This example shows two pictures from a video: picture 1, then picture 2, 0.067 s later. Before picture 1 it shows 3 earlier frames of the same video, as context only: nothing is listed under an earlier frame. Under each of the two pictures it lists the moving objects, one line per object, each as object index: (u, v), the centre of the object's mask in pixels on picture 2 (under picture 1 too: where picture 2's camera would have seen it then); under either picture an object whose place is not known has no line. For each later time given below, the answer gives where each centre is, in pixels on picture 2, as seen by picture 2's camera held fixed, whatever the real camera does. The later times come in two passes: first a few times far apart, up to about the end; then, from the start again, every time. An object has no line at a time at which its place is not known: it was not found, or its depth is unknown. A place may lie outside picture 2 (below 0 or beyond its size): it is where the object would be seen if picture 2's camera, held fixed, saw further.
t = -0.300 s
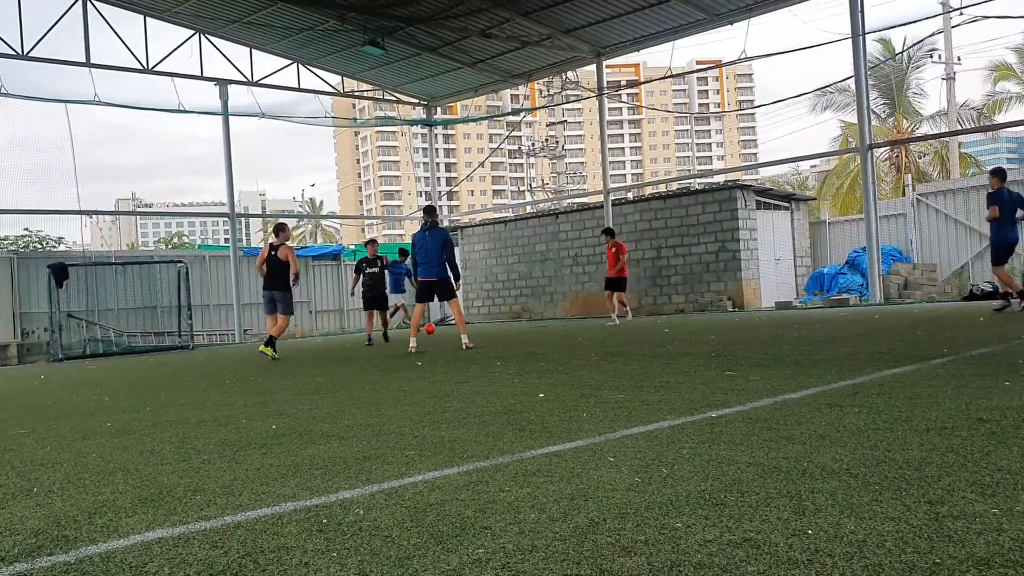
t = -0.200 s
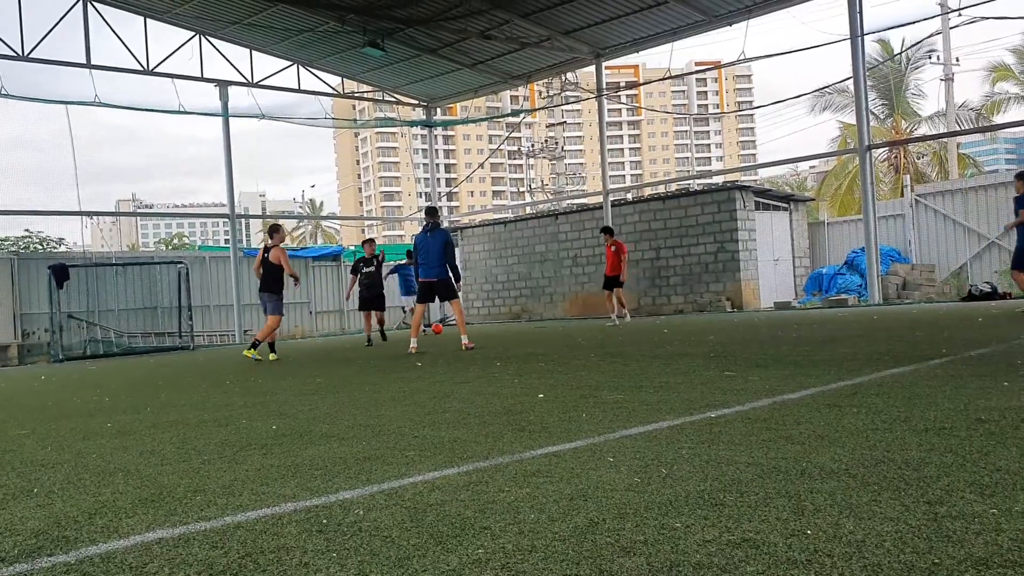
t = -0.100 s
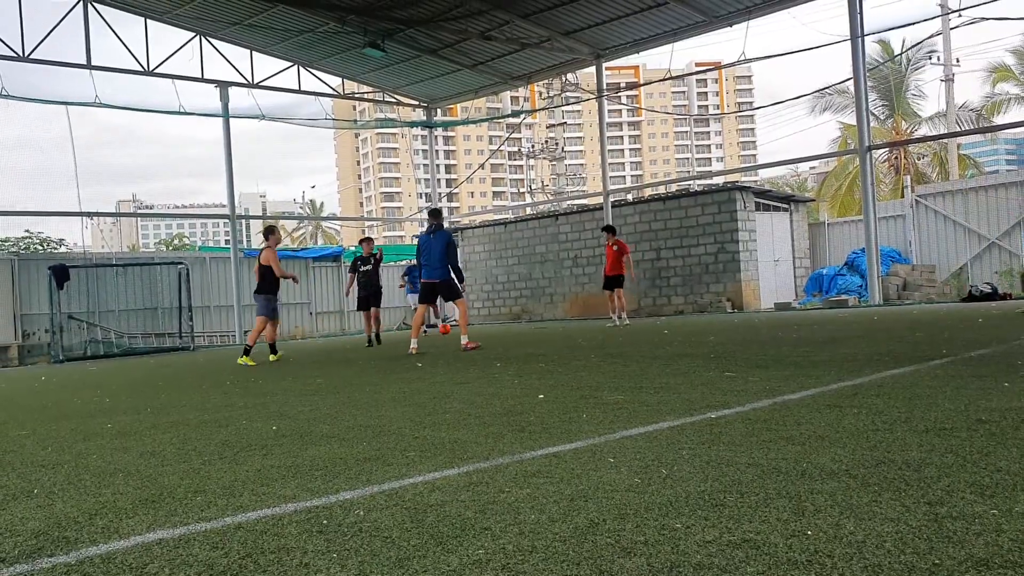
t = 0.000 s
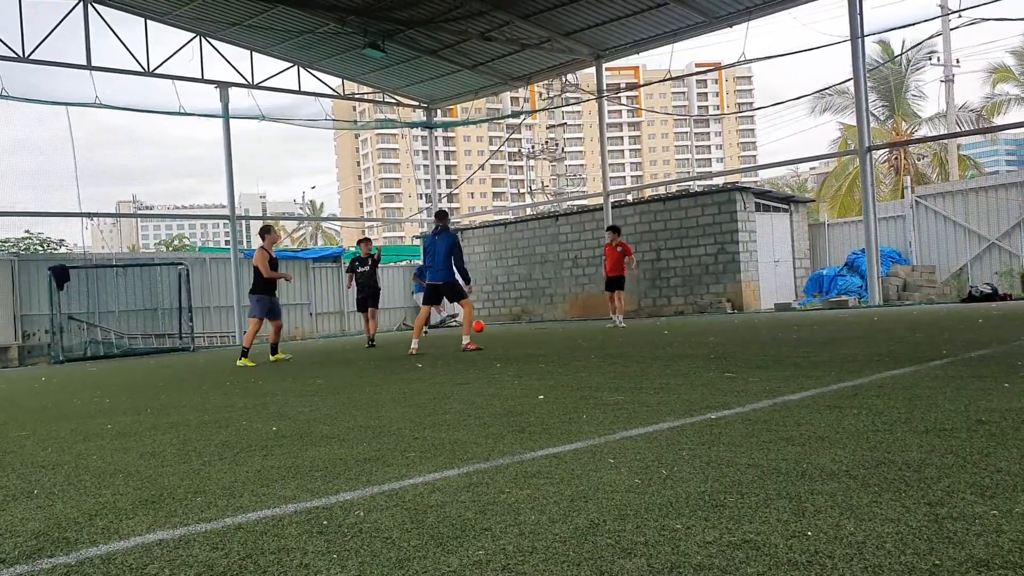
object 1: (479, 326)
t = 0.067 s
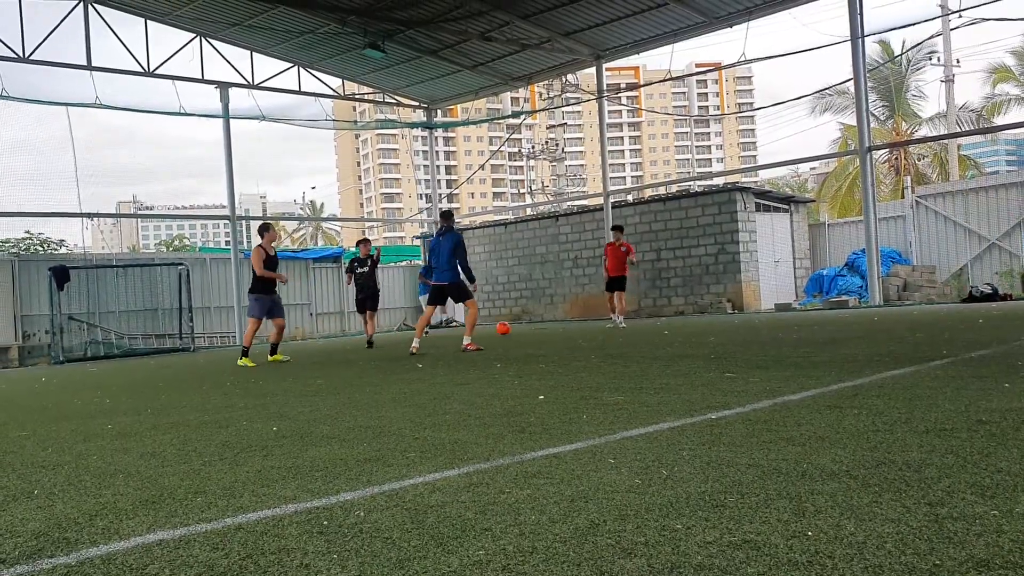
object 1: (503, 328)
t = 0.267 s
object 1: (589, 331)
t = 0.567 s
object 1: (765, 336)
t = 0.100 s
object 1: (517, 330)
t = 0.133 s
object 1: (530, 329)
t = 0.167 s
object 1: (544, 328)
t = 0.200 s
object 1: (557, 327)
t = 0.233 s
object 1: (572, 329)
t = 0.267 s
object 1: (589, 331)
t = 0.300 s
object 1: (605, 330)
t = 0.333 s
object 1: (620, 328)
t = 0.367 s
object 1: (637, 327)
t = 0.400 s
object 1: (656, 327)
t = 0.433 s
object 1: (676, 329)
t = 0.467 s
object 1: (697, 333)
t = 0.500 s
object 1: (718, 333)
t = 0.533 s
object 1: (740, 334)
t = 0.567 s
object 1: (765, 336)
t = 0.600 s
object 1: (790, 337)
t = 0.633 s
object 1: (816, 336)
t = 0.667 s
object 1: (845, 335)
